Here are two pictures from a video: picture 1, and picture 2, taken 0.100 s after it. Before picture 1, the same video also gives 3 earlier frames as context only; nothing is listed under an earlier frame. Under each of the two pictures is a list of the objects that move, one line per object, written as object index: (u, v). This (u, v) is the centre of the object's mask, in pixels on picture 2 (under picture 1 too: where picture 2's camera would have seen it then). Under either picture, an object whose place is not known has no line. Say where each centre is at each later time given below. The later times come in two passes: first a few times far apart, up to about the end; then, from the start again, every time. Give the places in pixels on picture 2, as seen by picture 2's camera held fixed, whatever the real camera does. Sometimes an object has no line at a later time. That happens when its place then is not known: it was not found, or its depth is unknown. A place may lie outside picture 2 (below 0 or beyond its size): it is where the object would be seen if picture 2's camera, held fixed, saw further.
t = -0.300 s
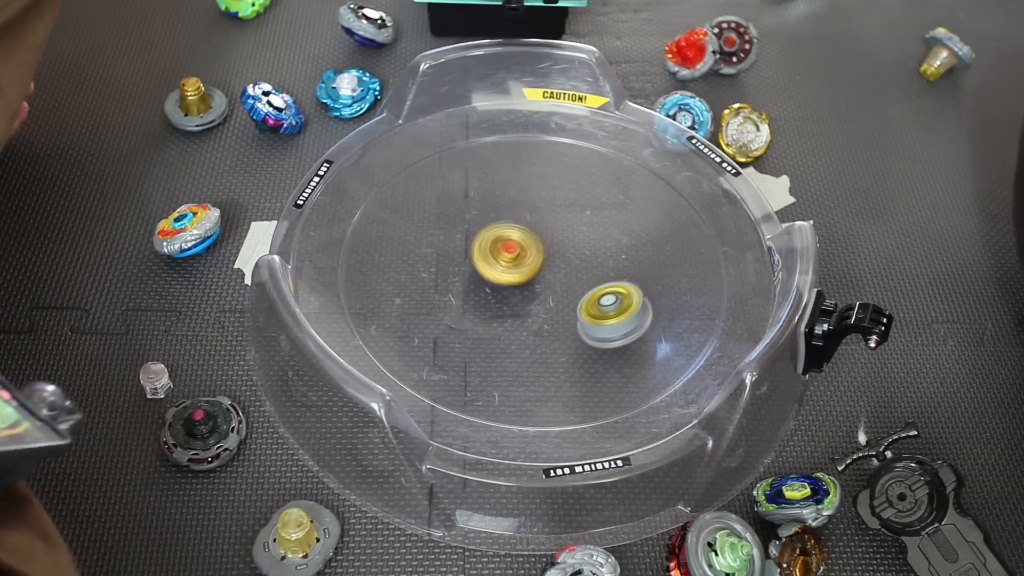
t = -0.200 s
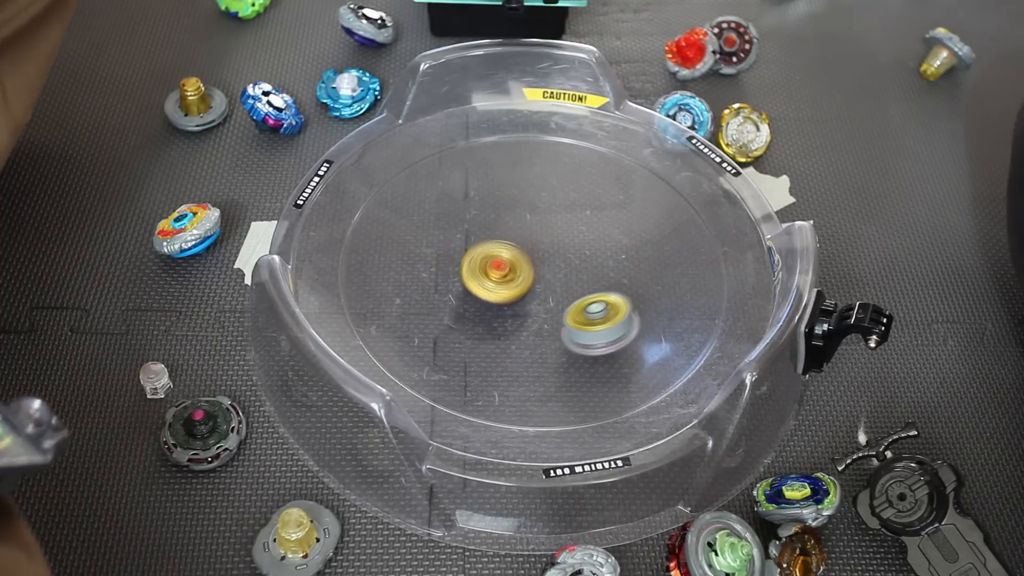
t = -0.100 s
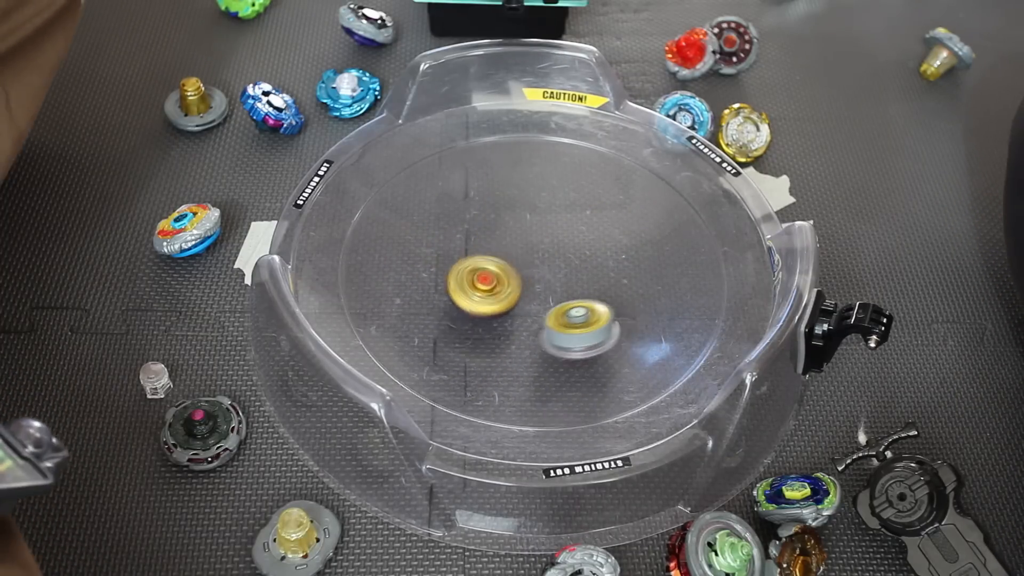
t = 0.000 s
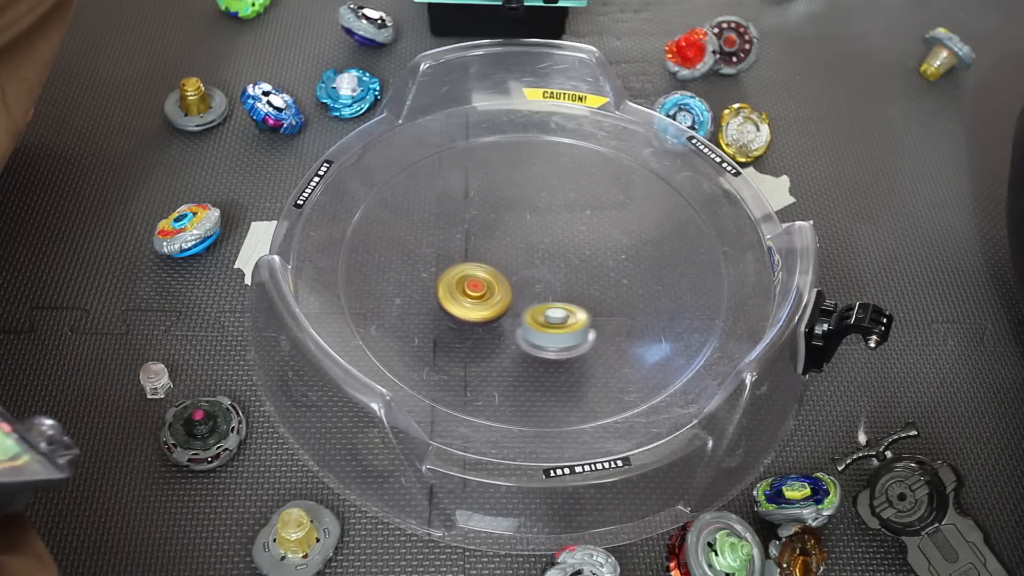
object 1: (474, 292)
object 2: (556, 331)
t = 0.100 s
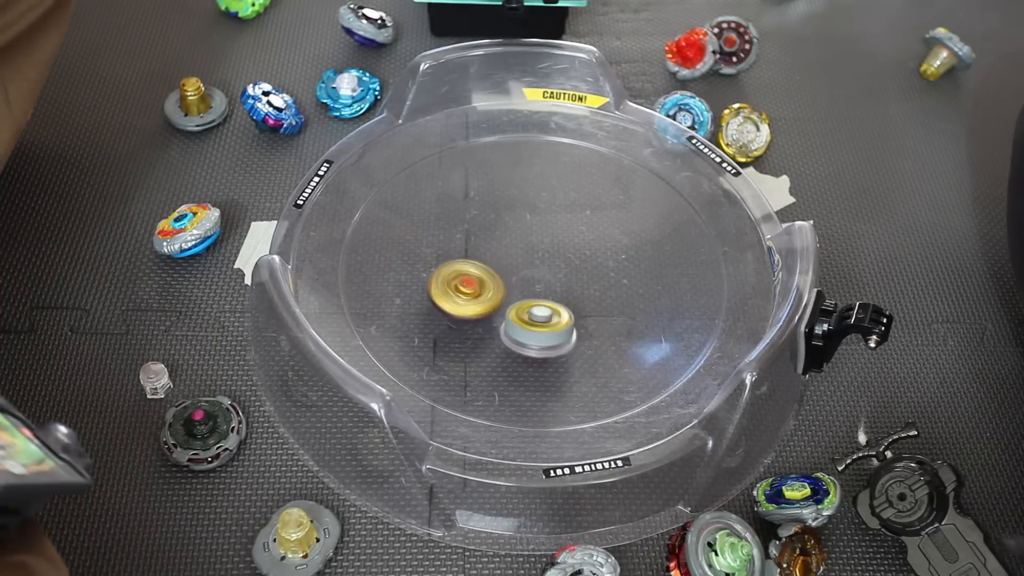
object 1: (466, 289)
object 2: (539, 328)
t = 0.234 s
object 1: (471, 272)
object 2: (528, 320)
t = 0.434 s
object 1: (496, 229)
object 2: (532, 311)
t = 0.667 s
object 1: (568, 225)
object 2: (528, 285)
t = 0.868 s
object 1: (611, 254)
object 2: (529, 272)
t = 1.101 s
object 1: (586, 306)
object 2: (531, 257)
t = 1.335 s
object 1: (521, 322)
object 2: (531, 249)
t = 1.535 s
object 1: (479, 286)
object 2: (535, 250)
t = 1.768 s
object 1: (465, 242)
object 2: (550, 254)
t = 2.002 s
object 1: (468, 209)
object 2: (590, 273)
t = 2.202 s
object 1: (496, 220)
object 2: (595, 287)
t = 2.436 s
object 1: (522, 261)
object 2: (582, 307)
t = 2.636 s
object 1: (506, 270)
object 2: (569, 320)
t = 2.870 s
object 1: (501, 260)
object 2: (544, 320)
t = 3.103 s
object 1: (533, 238)
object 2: (527, 315)
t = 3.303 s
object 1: (561, 249)
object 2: (521, 300)
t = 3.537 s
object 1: (581, 268)
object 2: (509, 293)
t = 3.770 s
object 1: (577, 284)
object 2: (502, 280)
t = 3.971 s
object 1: (573, 285)
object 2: (501, 265)
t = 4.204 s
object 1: (578, 290)
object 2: (502, 250)
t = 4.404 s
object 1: (568, 293)
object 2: (507, 237)
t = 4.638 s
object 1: (542, 291)
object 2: (518, 237)
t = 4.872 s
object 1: (523, 297)
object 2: (526, 235)
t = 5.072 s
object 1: (511, 290)
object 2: (531, 240)
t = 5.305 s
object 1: (499, 302)
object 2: (539, 238)
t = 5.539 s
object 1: (512, 307)
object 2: (546, 237)
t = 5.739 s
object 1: (509, 313)
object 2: (542, 241)
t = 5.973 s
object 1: (525, 308)
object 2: (534, 241)
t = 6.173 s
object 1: (530, 306)
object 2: (525, 244)
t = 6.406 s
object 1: (551, 293)
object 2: (513, 247)
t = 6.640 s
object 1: (569, 288)
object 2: (508, 255)
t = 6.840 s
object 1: (575, 289)
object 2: (503, 263)
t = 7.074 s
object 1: (576, 289)
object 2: (491, 265)
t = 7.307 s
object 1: (568, 274)
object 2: (481, 267)
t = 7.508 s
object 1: (575, 264)
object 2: (485, 270)
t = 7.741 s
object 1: (569, 258)
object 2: (494, 275)
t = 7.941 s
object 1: (572, 264)
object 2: (499, 283)
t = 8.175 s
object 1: (567, 266)
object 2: (499, 290)
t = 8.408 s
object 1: (579, 256)
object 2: (494, 291)
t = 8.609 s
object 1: (566, 258)
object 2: (501, 288)
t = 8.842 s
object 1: (563, 248)
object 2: (507, 290)
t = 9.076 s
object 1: (563, 248)
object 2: (515, 294)
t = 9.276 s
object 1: (556, 247)
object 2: (517, 299)
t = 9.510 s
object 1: (565, 227)
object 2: (508, 310)
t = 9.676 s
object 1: (558, 235)
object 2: (511, 306)
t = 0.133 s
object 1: (463, 285)
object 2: (540, 328)
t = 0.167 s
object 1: (464, 281)
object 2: (537, 326)
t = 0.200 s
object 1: (466, 276)
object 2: (533, 323)
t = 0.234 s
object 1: (471, 272)
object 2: (528, 320)
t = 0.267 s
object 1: (475, 267)
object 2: (527, 319)
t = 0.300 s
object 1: (473, 255)
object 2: (531, 321)
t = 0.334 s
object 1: (476, 246)
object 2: (533, 320)
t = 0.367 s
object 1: (481, 239)
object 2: (533, 318)
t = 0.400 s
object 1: (488, 234)
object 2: (532, 315)
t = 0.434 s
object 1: (496, 229)
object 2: (532, 311)
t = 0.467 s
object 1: (505, 226)
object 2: (532, 307)
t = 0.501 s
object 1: (514, 224)
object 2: (531, 302)
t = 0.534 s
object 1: (524, 223)
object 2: (530, 298)
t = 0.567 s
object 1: (534, 223)
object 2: (531, 293)
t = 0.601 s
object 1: (544, 225)
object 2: (531, 289)
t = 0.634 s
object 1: (554, 227)
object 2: (531, 285)
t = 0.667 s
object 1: (568, 225)
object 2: (528, 285)
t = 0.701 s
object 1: (578, 226)
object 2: (526, 283)
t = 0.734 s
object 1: (587, 230)
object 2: (526, 281)
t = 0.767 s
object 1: (595, 235)
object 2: (526, 279)
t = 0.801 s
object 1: (602, 241)
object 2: (527, 276)
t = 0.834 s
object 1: (608, 247)
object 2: (528, 274)
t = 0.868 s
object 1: (611, 254)
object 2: (529, 272)
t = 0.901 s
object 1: (612, 261)
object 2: (529, 270)
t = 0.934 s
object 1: (611, 269)
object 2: (530, 268)
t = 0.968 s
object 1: (608, 277)
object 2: (532, 267)
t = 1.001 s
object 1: (603, 284)
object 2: (533, 265)
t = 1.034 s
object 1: (596, 291)
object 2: (533, 263)
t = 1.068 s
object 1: (590, 298)
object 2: (533, 260)
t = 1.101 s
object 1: (586, 306)
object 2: (531, 257)
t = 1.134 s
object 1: (580, 312)
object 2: (531, 255)
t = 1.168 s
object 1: (571, 317)
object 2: (531, 254)
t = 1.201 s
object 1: (562, 321)
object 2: (531, 253)
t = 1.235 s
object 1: (552, 323)
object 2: (531, 251)
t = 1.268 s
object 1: (541, 324)
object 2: (531, 250)
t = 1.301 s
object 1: (531, 324)
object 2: (531, 250)
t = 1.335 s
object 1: (521, 322)
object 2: (531, 249)
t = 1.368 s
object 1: (511, 319)
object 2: (532, 249)
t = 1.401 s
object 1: (502, 314)
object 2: (532, 249)
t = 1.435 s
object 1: (494, 308)
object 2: (533, 249)
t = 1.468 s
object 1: (487, 302)
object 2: (533, 249)
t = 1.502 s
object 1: (482, 294)
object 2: (534, 249)
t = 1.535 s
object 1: (479, 286)
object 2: (535, 250)
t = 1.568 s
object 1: (477, 278)
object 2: (537, 251)
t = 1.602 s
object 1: (472, 272)
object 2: (540, 251)
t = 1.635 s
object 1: (468, 267)
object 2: (544, 251)
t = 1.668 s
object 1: (464, 261)
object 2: (545, 251)
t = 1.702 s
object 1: (462, 254)
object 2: (547, 252)
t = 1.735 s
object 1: (463, 248)
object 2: (548, 253)
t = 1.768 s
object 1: (465, 242)
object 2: (550, 254)
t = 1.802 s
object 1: (470, 236)
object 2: (550, 254)
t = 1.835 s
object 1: (477, 233)
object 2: (551, 255)
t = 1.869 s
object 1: (484, 230)
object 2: (551, 257)
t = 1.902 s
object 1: (477, 224)
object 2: (566, 262)
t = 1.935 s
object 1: (470, 218)
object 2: (579, 267)
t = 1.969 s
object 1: (467, 213)
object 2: (586, 271)
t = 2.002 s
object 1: (468, 209)
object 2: (590, 273)
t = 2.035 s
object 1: (469, 206)
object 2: (592, 276)
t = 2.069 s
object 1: (473, 205)
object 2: (594, 278)
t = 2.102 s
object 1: (478, 206)
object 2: (596, 280)
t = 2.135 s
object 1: (484, 209)
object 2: (596, 282)
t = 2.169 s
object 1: (491, 213)
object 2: (596, 285)
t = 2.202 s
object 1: (496, 220)
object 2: (595, 287)
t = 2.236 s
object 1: (502, 226)
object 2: (594, 289)
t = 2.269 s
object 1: (508, 233)
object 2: (592, 292)
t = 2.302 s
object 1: (513, 240)
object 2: (590, 294)
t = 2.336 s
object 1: (518, 247)
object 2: (586, 296)
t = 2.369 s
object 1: (524, 254)
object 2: (582, 298)
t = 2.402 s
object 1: (524, 259)
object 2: (581, 302)
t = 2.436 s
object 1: (522, 261)
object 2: (582, 307)
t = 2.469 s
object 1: (516, 261)
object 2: (584, 313)
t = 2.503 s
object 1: (513, 262)
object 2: (582, 315)
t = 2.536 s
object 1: (511, 264)
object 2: (579, 317)
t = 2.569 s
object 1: (509, 265)
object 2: (576, 319)
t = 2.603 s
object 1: (508, 268)
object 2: (573, 320)
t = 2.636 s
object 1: (506, 270)
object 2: (569, 320)
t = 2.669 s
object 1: (506, 271)
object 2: (565, 320)
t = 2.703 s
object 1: (504, 273)
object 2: (560, 320)
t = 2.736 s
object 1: (502, 273)
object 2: (556, 321)
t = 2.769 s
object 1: (499, 270)
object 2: (554, 322)
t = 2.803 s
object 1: (498, 266)
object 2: (551, 322)
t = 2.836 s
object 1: (499, 263)
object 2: (547, 322)
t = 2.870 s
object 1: (501, 260)
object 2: (544, 320)
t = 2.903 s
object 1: (505, 257)
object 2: (541, 318)
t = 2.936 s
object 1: (509, 256)
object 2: (537, 316)
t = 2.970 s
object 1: (514, 254)
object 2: (533, 314)
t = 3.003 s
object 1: (518, 248)
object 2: (532, 316)
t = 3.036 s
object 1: (522, 243)
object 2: (530, 317)
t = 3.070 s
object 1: (527, 239)
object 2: (528, 316)
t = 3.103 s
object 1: (533, 238)
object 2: (527, 315)
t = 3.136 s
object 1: (539, 237)
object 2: (526, 313)
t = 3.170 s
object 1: (545, 237)
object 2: (525, 311)
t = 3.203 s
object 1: (549, 239)
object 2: (523, 309)
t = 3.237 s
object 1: (554, 241)
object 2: (523, 307)
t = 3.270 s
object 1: (558, 245)
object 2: (522, 303)
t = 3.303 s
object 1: (561, 249)
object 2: (521, 300)
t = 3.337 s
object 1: (569, 249)
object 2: (515, 302)
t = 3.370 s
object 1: (575, 249)
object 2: (511, 302)
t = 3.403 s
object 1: (579, 251)
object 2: (510, 300)
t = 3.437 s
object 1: (582, 256)
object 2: (509, 298)
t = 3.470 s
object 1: (583, 259)
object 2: (510, 297)
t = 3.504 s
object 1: (583, 264)
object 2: (510, 295)
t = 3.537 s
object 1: (581, 268)
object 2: (509, 293)
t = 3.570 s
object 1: (587, 270)
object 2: (504, 292)
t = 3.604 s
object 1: (590, 273)
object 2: (502, 290)
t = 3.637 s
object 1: (591, 275)
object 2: (501, 288)
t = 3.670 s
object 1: (590, 278)
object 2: (501, 286)
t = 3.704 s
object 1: (587, 281)
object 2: (502, 284)
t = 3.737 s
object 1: (583, 283)
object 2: (502, 282)
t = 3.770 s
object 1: (577, 284)
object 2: (502, 280)
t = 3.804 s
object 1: (576, 284)
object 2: (501, 278)
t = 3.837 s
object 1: (575, 285)
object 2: (500, 274)
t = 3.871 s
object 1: (577, 285)
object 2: (499, 271)
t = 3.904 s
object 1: (577, 286)
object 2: (499, 269)
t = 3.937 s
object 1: (575, 286)
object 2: (500, 267)
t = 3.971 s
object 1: (573, 285)
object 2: (501, 265)
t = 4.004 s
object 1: (572, 284)
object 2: (501, 263)
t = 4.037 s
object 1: (577, 285)
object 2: (497, 259)
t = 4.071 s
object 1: (579, 286)
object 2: (497, 255)
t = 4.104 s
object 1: (581, 288)
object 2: (497, 254)
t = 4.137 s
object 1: (582, 289)
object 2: (499, 252)
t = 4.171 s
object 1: (581, 290)
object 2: (501, 251)
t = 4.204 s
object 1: (578, 290)
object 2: (502, 250)
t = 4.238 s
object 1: (574, 289)
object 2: (504, 249)
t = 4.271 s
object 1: (570, 287)
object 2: (507, 248)
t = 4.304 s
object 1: (565, 285)
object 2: (509, 248)
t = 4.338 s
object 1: (565, 286)
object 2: (510, 245)
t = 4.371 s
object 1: (568, 291)
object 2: (507, 240)
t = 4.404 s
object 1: (568, 293)
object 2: (507, 237)
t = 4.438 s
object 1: (566, 295)
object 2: (509, 237)
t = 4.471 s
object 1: (562, 296)
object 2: (510, 237)
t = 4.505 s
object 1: (558, 296)
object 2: (511, 237)
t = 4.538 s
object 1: (553, 295)
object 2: (513, 238)
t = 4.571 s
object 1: (549, 293)
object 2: (515, 238)
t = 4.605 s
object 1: (544, 291)
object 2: (516, 238)
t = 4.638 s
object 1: (542, 291)
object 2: (518, 237)
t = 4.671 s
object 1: (540, 293)
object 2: (519, 236)
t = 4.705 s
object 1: (537, 293)
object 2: (520, 236)
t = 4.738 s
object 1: (533, 293)
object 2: (522, 236)
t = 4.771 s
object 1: (530, 291)
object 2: (522, 236)
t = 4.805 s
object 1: (528, 291)
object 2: (524, 237)
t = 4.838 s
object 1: (525, 294)
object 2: (525, 234)
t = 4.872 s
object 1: (523, 297)
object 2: (526, 235)
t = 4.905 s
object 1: (520, 298)
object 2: (527, 236)
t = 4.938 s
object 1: (517, 298)
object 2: (528, 236)
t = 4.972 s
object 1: (514, 298)
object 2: (528, 238)
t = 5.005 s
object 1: (512, 296)
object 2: (530, 238)
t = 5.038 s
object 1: (511, 293)
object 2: (530, 239)
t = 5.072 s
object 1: (511, 290)
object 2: (531, 240)
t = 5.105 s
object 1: (508, 294)
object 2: (533, 238)
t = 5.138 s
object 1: (506, 298)
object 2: (536, 235)
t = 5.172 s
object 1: (503, 301)
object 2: (538, 235)
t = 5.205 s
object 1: (501, 303)
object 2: (538, 235)
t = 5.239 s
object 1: (500, 304)
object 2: (538, 236)
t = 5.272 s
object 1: (499, 303)
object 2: (539, 236)
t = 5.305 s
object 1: (499, 302)
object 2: (539, 238)
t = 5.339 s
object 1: (501, 300)
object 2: (539, 239)
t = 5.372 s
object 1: (504, 298)
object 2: (539, 241)
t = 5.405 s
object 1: (508, 296)
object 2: (539, 243)
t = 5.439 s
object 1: (512, 293)
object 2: (540, 243)
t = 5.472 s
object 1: (515, 294)
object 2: (540, 243)
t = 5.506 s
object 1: (513, 302)
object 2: (543, 240)
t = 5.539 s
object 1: (512, 307)
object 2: (546, 237)
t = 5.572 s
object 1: (511, 311)
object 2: (545, 238)
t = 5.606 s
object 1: (509, 313)
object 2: (545, 238)
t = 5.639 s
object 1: (509, 315)
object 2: (544, 238)
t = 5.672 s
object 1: (508, 315)
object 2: (544, 239)
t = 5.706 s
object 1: (508, 314)
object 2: (543, 239)
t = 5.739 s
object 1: (509, 313)
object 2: (542, 241)
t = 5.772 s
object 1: (512, 309)
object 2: (541, 242)
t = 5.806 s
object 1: (513, 306)
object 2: (539, 244)
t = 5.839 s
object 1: (517, 303)
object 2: (538, 245)
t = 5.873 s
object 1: (520, 299)
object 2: (537, 246)
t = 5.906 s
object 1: (524, 298)
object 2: (536, 246)
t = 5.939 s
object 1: (524, 304)
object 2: (535, 243)
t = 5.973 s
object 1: (525, 308)
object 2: (534, 241)
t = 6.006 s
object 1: (524, 311)
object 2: (534, 241)
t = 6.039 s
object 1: (525, 311)
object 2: (532, 243)
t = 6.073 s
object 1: (525, 311)
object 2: (531, 243)
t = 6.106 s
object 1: (526, 310)
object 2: (528, 243)
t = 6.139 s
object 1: (528, 308)
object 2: (527, 244)
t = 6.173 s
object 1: (530, 306)
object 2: (525, 244)
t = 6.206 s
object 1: (532, 304)
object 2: (523, 245)
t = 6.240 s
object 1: (535, 300)
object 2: (521, 244)
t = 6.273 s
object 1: (537, 297)
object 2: (519, 245)
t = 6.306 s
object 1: (541, 296)
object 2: (518, 244)
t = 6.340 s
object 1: (544, 294)
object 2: (516, 245)
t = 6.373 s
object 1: (548, 294)
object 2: (515, 245)
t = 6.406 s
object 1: (551, 293)
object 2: (513, 247)
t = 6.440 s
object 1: (555, 292)
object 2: (513, 248)
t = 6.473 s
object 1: (557, 291)
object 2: (511, 249)
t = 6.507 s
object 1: (560, 290)
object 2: (511, 250)
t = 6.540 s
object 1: (562, 289)
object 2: (509, 251)
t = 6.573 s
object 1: (565, 289)
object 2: (509, 252)
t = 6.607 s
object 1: (567, 289)
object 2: (508, 253)
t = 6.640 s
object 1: (569, 288)
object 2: (508, 255)
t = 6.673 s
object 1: (568, 287)
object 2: (507, 256)
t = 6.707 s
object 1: (569, 286)
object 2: (506, 258)
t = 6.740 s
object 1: (572, 286)
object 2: (505, 258)
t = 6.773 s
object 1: (574, 288)
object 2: (504, 260)
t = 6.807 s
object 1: (575, 289)
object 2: (503, 260)
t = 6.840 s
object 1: (575, 289)
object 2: (503, 263)
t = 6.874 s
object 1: (574, 289)
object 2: (503, 264)
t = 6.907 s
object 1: (572, 288)
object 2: (502, 266)
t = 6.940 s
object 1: (570, 288)
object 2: (500, 265)
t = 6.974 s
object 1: (576, 288)
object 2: (496, 265)
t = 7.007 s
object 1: (577, 289)
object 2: (493, 263)
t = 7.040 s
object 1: (578, 289)
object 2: (492, 265)
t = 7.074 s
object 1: (576, 289)
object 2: (491, 265)
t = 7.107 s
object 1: (575, 288)
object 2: (490, 266)
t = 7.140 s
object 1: (572, 286)
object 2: (489, 266)
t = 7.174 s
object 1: (568, 284)
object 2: (489, 267)
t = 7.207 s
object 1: (564, 282)
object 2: (488, 267)
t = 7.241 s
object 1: (560, 279)
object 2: (488, 269)
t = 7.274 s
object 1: (563, 276)
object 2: (484, 267)
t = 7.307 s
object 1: (568, 274)
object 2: (481, 267)
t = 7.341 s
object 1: (571, 272)
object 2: (482, 266)
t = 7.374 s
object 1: (573, 270)
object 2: (483, 268)
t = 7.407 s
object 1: (575, 269)
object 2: (482, 268)
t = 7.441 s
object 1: (575, 266)
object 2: (483, 269)
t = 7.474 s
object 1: (576, 266)
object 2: (483, 269)
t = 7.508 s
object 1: (575, 264)
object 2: (485, 270)
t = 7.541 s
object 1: (574, 263)
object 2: (486, 269)
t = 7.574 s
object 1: (572, 262)
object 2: (488, 271)
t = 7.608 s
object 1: (569, 262)
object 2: (490, 271)
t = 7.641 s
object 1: (565, 260)
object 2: (492, 273)
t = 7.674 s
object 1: (565, 260)
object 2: (492, 273)
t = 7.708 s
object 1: (567, 259)
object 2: (493, 274)
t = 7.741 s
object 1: (569, 258)
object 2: (494, 275)
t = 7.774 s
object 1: (571, 259)
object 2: (497, 276)
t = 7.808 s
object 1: (570, 260)
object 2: (498, 278)
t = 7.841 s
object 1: (571, 261)
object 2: (499, 279)
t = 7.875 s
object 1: (570, 262)
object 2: (499, 281)
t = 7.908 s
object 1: (572, 263)
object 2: (499, 282)
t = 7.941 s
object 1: (572, 264)
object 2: (499, 283)
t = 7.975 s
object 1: (571, 265)
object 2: (499, 284)
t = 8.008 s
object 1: (569, 265)
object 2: (499, 286)
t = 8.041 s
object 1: (570, 266)
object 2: (499, 287)
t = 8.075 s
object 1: (570, 266)
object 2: (499, 288)
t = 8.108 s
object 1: (569, 267)
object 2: (499, 288)
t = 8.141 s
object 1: (568, 267)
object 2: (500, 289)
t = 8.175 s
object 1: (567, 266)
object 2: (499, 290)
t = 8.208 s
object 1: (566, 265)
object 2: (499, 290)
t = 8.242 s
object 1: (567, 263)
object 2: (497, 291)
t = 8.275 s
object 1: (571, 261)
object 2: (495, 291)
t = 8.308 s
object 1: (574, 259)
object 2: (494, 291)
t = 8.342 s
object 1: (576, 257)
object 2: (494, 291)
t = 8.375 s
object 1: (579, 256)
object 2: (494, 292)
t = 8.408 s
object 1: (579, 256)
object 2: (494, 291)
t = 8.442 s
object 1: (580, 255)
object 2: (495, 291)
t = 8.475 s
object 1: (579, 255)
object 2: (495, 290)
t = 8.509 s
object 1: (578, 256)
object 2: (497, 290)
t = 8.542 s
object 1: (574, 257)
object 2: (497, 289)
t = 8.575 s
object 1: (570, 258)
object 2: (500, 289)
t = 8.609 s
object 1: (566, 258)
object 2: (501, 288)
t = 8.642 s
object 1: (565, 257)
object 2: (500, 289)
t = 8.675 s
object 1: (564, 255)
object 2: (499, 288)
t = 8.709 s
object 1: (563, 253)
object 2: (501, 287)
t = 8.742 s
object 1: (563, 251)
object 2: (503, 289)
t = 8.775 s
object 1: (563, 249)
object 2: (504, 289)
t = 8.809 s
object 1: (563, 249)
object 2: (506, 289)
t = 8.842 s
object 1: (563, 248)
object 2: (507, 290)
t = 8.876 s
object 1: (562, 247)
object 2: (509, 291)
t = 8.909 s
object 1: (563, 247)
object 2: (509, 292)
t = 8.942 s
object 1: (562, 246)
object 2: (512, 291)
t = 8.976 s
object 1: (562, 246)
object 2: (513, 293)
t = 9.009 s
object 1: (564, 246)
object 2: (513, 293)
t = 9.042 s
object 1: (564, 246)
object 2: (514, 294)
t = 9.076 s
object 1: (563, 248)
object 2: (515, 294)
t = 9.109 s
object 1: (562, 247)
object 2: (516, 296)
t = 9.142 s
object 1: (561, 247)
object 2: (515, 297)
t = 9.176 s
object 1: (561, 246)
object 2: (516, 297)
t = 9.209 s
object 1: (559, 246)
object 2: (517, 298)
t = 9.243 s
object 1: (558, 246)
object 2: (517, 298)
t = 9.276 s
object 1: (556, 247)
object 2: (517, 299)
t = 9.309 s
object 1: (555, 248)
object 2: (516, 299)
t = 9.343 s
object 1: (558, 242)
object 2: (513, 304)
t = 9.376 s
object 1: (560, 236)
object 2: (509, 308)
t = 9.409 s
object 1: (562, 233)
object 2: (508, 308)
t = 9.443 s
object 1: (563, 230)
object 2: (508, 309)
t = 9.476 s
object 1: (564, 228)
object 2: (507, 309)
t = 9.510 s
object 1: (565, 227)
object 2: (508, 310)
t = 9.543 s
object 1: (565, 227)
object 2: (507, 309)
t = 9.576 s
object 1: (564, 228)
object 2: (508, 308)
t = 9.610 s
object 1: (563, 229)
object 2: (508, 308)
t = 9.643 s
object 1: (560, 232)
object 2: (509, 307)
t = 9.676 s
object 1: (558, 235)
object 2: (511, 306)
